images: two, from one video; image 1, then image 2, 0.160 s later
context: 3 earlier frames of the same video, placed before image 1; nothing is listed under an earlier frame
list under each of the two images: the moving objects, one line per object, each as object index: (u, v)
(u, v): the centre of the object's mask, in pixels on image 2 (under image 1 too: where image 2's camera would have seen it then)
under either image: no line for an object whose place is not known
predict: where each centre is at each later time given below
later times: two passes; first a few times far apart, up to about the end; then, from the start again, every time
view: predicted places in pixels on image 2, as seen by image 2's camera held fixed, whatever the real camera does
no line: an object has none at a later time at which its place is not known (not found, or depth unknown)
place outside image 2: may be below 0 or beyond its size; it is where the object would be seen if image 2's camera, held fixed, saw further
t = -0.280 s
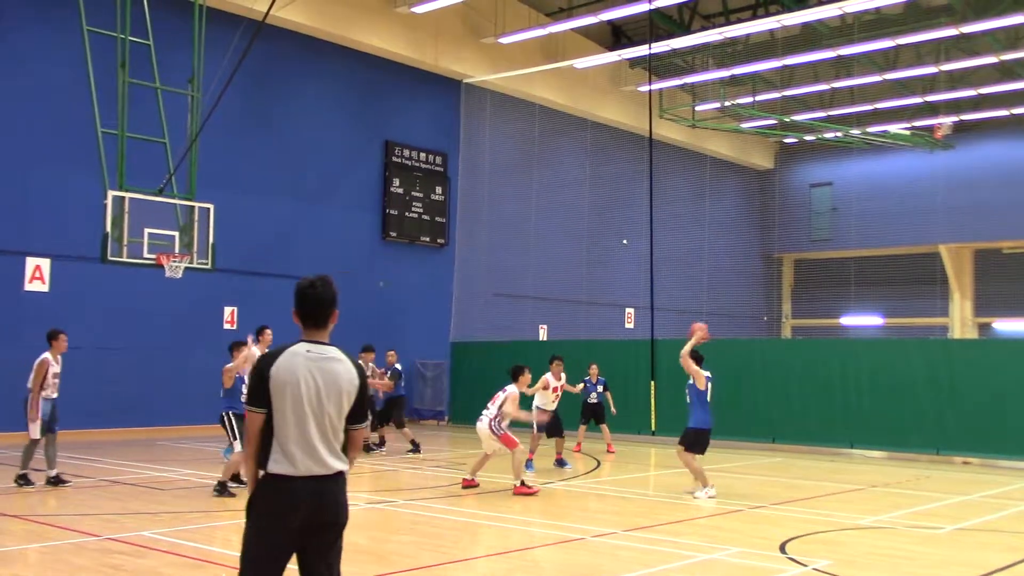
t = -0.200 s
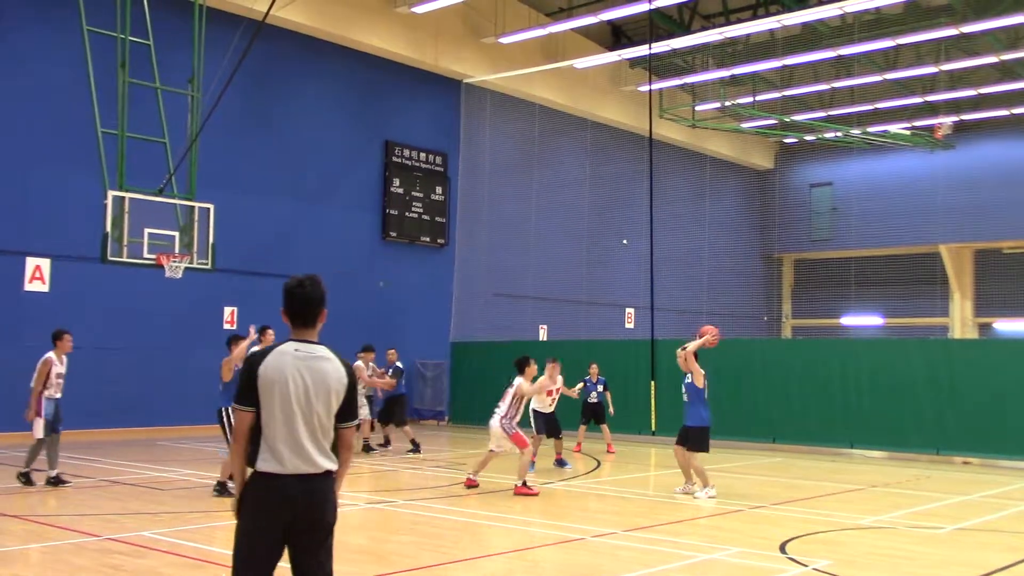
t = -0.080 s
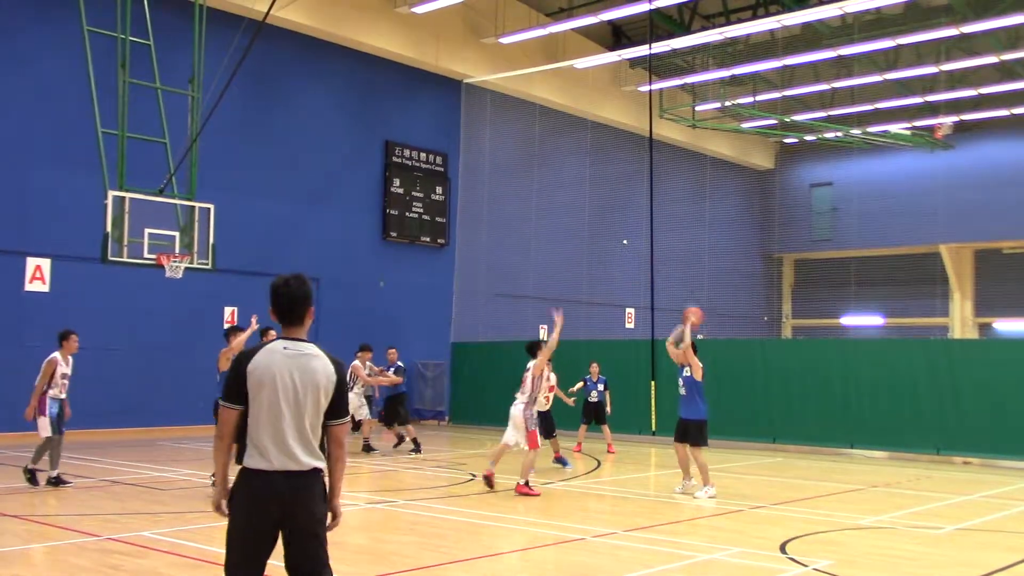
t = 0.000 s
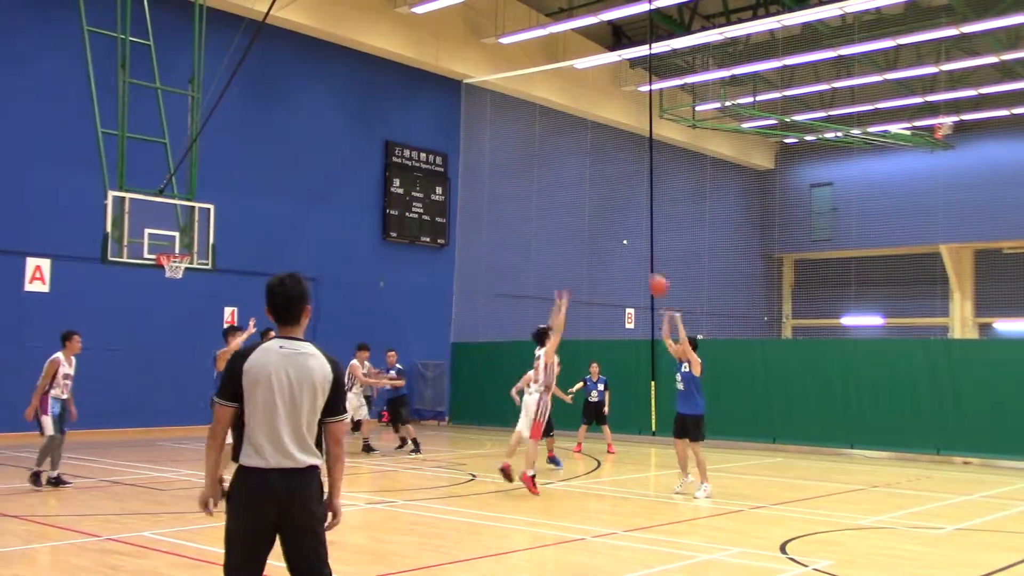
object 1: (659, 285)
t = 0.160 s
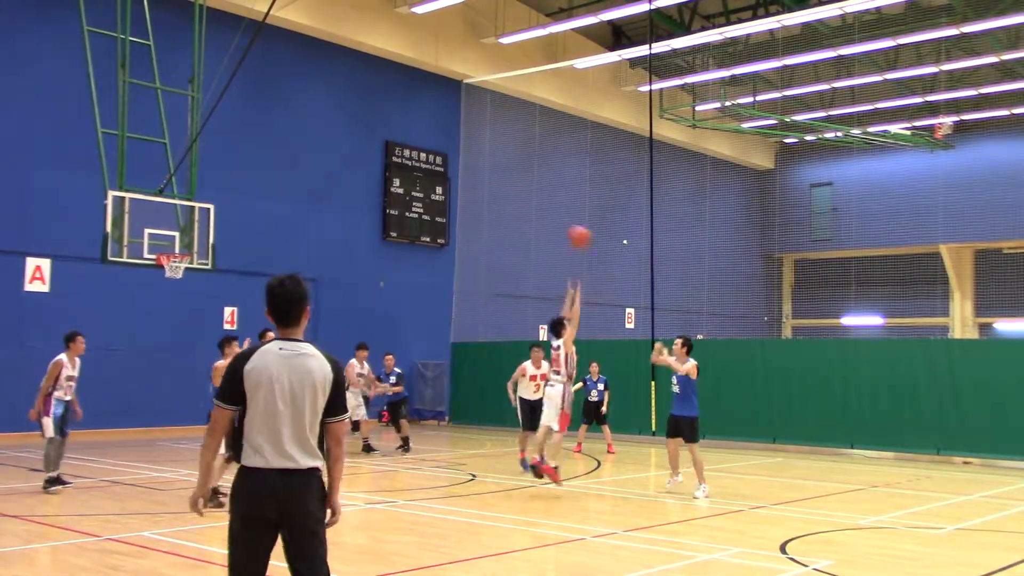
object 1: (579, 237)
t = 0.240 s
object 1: (539, 221)
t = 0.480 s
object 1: (408, 203)
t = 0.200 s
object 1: (559, 227)
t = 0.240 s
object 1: (539, 221)
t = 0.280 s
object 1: (518, 214)
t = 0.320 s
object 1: (497, 209)
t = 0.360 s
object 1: (475, 207)
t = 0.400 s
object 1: (454, 204)
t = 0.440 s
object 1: (432, 203)
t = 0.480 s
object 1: (408, 203)
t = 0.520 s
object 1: (386, 205)
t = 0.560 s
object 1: (362, 209)
